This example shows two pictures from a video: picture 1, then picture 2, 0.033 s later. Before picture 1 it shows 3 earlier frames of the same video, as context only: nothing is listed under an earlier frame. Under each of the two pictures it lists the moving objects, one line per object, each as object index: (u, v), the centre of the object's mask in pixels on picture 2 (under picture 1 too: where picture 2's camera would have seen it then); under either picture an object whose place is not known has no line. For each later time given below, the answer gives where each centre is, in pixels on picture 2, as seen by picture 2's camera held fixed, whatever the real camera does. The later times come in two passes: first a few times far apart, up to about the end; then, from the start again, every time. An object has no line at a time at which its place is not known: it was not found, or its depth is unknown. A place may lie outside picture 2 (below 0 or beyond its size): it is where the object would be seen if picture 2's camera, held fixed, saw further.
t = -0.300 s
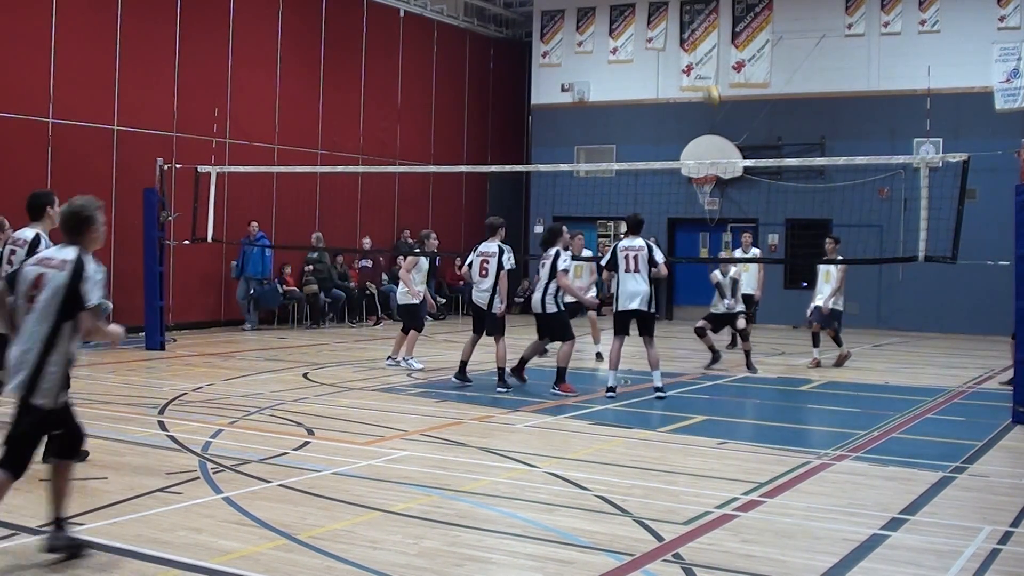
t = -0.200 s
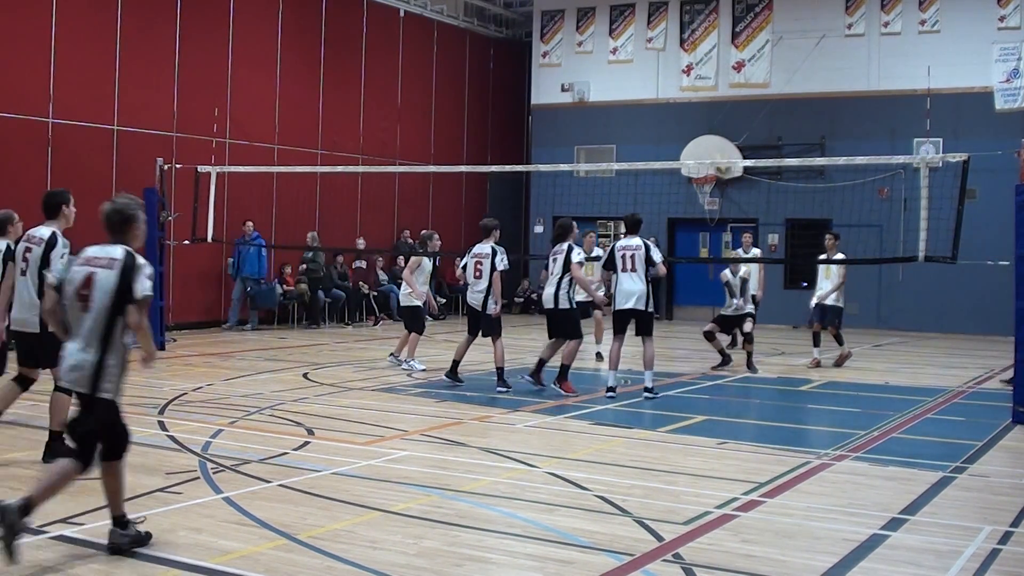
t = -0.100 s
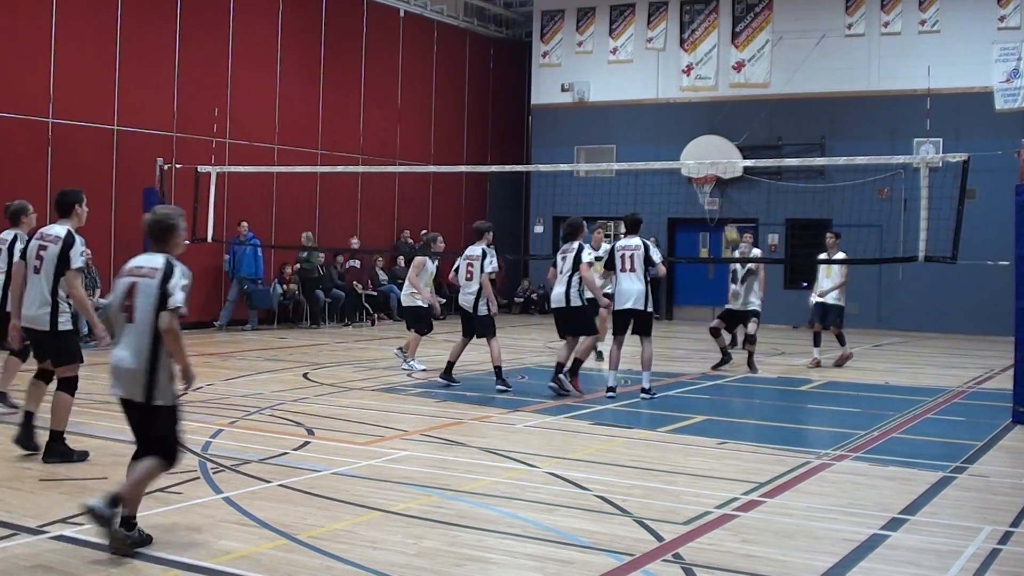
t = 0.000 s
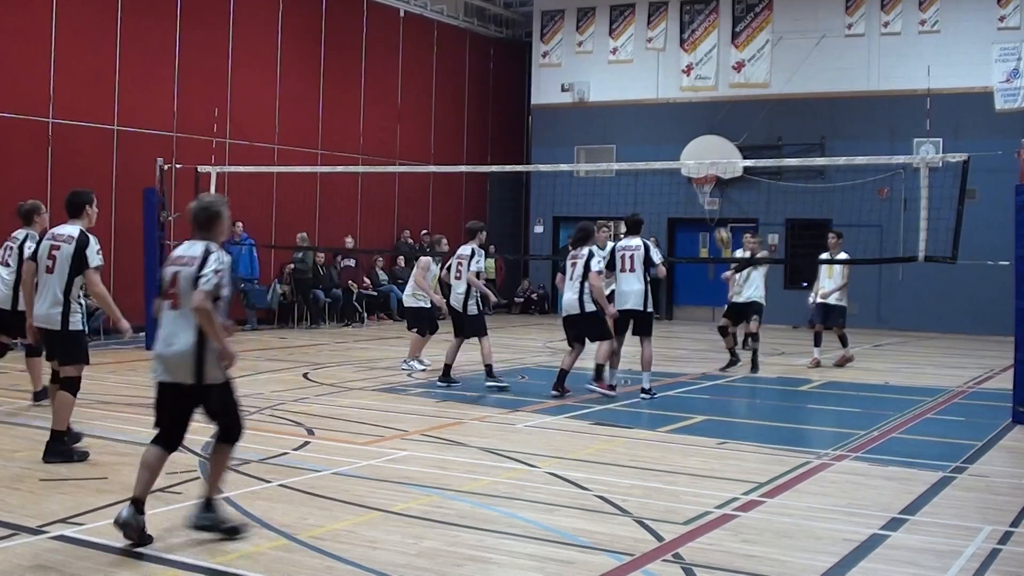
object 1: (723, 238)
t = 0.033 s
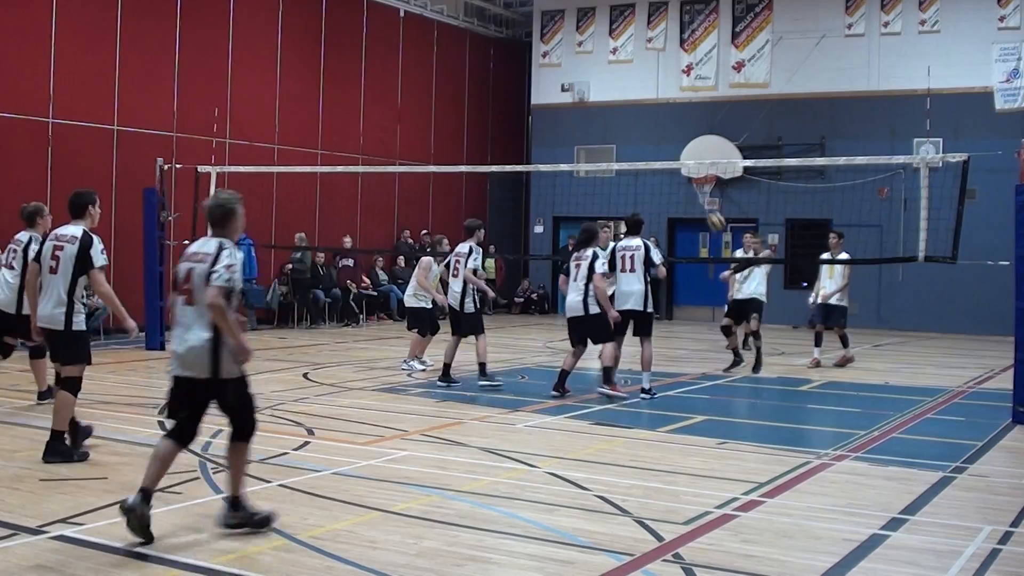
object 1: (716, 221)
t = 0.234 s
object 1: (676, 145)
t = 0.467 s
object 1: (630, 100)
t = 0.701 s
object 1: (582, 98)
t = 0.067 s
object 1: (710, 204)
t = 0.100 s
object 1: (702, 191)
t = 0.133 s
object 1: (697, 180)
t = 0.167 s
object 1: (690, 172)
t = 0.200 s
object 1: (682, 154)
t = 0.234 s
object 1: (676, 145)
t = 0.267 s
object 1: (669, 136)
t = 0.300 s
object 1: (664, 128)
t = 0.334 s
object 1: (657, 120)
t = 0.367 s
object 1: (650, 113)
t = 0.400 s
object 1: (644, 107)
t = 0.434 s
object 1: (638, 103)
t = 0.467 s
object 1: (630, 100)
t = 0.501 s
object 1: (624, 96)
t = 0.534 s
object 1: (617, 95)
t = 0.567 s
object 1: (610, 94)
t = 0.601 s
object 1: (603, 94)
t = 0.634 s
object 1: (597, 95)
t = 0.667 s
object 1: (589, 96)
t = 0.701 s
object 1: (582, 98)
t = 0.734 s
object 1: (577, 102)
